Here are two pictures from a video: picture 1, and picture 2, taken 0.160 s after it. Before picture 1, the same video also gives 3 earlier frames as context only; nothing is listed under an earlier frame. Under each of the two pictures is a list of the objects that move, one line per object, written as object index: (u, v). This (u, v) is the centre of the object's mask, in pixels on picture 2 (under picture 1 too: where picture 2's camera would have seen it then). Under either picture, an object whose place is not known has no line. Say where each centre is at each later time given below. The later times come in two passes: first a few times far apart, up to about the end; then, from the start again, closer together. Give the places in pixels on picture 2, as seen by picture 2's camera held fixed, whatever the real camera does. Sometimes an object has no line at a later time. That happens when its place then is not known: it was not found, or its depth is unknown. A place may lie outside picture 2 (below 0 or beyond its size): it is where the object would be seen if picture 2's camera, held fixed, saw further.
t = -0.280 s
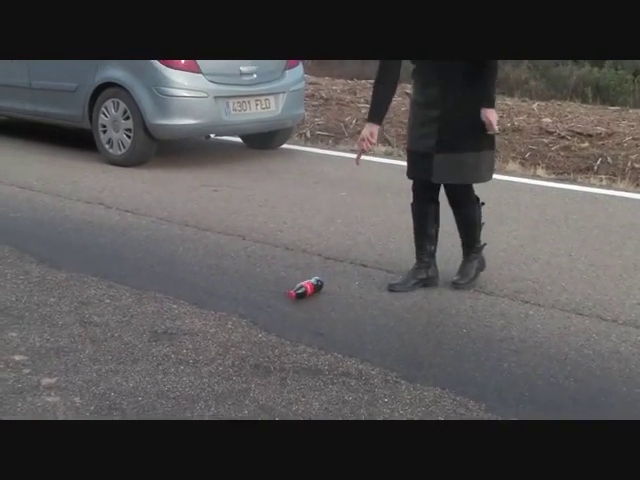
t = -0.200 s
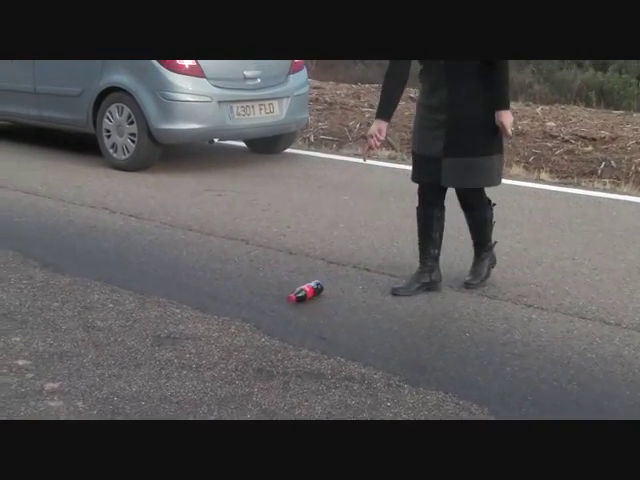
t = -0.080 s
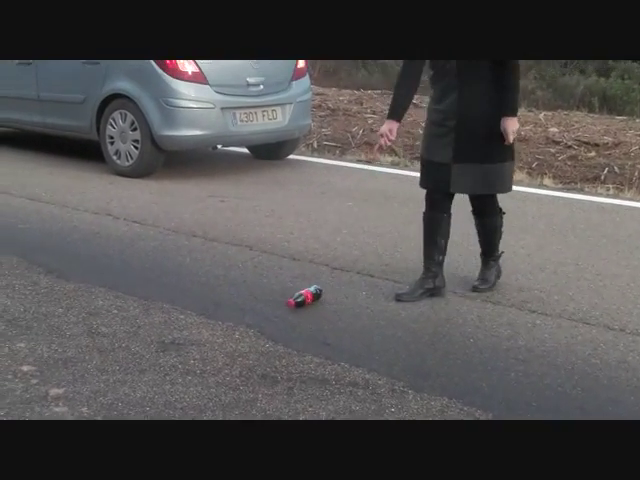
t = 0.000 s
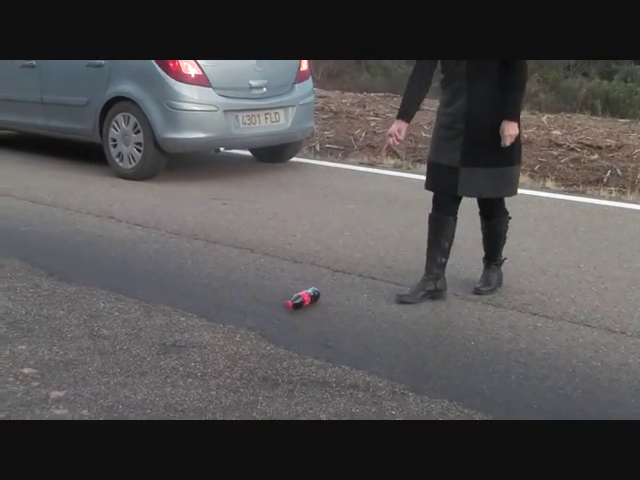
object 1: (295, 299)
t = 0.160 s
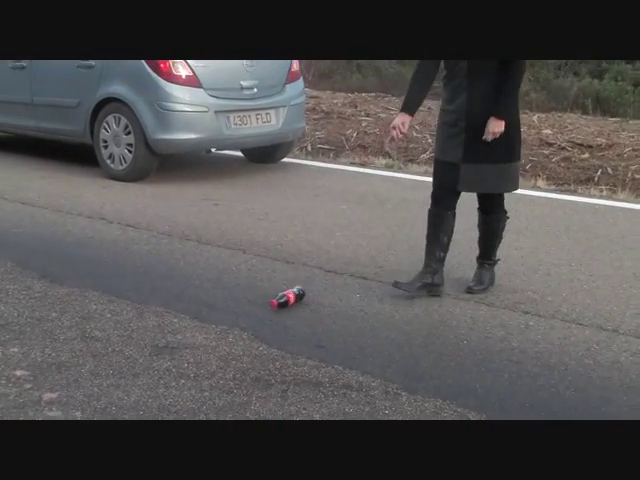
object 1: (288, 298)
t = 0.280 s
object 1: (282, 297)
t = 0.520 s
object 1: (271, 295)
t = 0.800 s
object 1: (256, 292)
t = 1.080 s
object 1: (240, 289)
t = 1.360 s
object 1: (223, 287)
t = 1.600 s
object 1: (209, 284)
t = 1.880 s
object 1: (191, 281)
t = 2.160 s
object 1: (174, 279)
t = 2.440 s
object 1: (156, 276)
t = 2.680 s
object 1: (140, 274)
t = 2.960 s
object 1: (121, 271)
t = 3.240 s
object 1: (103, 269)
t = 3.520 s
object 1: (84, 266)
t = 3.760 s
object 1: (67, 265)
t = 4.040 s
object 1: (48, 262)
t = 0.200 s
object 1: (287, 297)
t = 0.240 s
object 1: (284, 297)
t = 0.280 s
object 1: (282, 297)
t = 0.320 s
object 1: (281, 296)
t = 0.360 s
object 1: (279, 296)
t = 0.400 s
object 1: (277, 295)
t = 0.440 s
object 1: (275, 295)
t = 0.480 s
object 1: (273, 295)
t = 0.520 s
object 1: (271, 295)
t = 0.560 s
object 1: (268, 294)
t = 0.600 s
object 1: (266, 294)
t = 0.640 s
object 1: (264, 293)
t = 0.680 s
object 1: (262, 293)
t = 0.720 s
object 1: (260, 293)
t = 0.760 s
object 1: (258, 292)
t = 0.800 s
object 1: (256, 292)
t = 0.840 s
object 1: (254, 292)
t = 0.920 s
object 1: (249, 291)
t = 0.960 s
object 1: (247, 291)
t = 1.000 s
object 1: (245, 290)
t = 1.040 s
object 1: (242, 290)
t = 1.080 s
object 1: (240, 289)
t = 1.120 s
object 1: (238, 289)
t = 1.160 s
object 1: (236, 288)
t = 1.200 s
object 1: (233, 288)
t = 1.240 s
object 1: (231, 288)
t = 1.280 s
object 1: (228, 287)
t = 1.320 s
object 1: (226, 287)
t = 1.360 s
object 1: (223, 287)
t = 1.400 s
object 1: (221, 286)
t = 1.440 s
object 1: (218, 286)
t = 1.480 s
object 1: (216, 286)
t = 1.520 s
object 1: (214, 285)
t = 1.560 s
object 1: (211, 285)
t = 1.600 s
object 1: (209, 284)
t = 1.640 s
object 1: (206, 284)
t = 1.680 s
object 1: (204, 284)
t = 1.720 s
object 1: (202, 283)
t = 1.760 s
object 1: (199, 283)
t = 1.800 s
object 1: (196, 282)
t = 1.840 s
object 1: (194, 282)
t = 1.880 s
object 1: (191, 281)
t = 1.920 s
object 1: (189, 281)
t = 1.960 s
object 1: (187, 280)
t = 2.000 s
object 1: (184, 280)
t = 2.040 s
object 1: (181, 280)
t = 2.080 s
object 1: (179, 280)
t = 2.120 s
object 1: (177, 279)
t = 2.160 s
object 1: (174, 279)
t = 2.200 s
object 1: (172, 278)
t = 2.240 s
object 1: (169, 278)
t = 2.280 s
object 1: (166, 277)
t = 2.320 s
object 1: (164, 277)
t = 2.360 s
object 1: (161, 277)
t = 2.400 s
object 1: (159, 276)
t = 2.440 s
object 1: (156, 276)
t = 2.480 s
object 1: (154, 276)
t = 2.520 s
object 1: (151, 275)
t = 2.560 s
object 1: (149, 275)
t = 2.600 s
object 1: (146, 274)
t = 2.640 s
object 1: (143, 274)
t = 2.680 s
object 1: (140, 274)
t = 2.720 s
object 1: (138, 273)
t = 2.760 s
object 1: (135, 273)
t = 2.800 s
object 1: (132, 273)
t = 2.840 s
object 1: (130, 272)
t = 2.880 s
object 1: (127, 272)
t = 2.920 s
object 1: (124, 272)
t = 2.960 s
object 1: (121, 271)
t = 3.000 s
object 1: (119, 271)
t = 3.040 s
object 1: (116, 270)
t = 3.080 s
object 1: (114, 270)
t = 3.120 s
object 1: (111, 270)
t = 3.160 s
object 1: (109, 269)
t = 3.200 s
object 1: (106, 269)
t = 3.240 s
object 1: (103, 269)
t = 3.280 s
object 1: (100, 269)
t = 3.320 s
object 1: (97, 268)
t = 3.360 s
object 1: (95, 268)
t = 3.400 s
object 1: (92, 268)
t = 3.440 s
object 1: (89, 267)
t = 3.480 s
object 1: (87, 267)
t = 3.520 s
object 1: (84, 266)
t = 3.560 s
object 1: (81, 266)
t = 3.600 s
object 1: (79, 266)
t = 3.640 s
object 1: (75, 266)
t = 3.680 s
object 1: (73, 265)
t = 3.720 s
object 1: (71, 265)
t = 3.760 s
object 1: (67, 265)
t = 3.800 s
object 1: (65, 264)
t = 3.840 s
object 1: (62, 264)
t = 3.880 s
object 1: (59, 264)
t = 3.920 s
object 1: (57, 263)
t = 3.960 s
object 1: (54, 263)
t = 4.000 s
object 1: (52, 263)
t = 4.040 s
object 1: (48, 262)
